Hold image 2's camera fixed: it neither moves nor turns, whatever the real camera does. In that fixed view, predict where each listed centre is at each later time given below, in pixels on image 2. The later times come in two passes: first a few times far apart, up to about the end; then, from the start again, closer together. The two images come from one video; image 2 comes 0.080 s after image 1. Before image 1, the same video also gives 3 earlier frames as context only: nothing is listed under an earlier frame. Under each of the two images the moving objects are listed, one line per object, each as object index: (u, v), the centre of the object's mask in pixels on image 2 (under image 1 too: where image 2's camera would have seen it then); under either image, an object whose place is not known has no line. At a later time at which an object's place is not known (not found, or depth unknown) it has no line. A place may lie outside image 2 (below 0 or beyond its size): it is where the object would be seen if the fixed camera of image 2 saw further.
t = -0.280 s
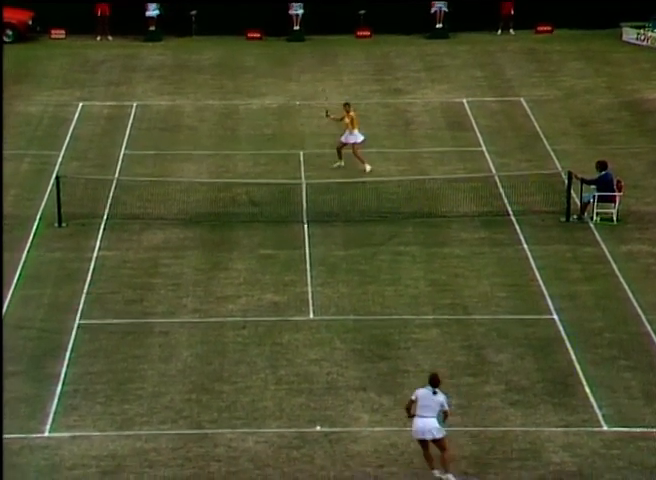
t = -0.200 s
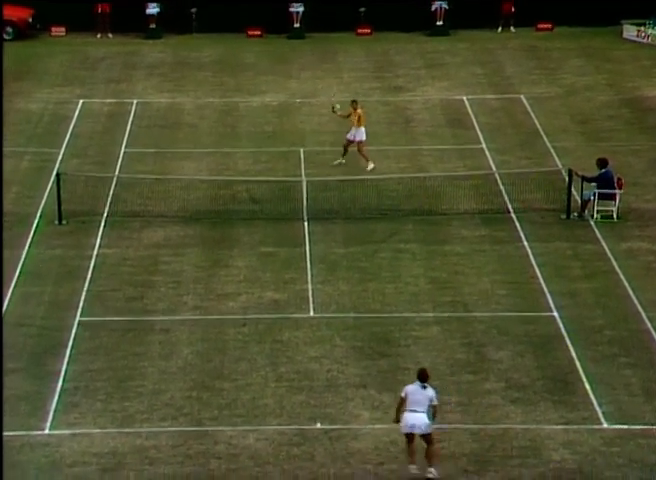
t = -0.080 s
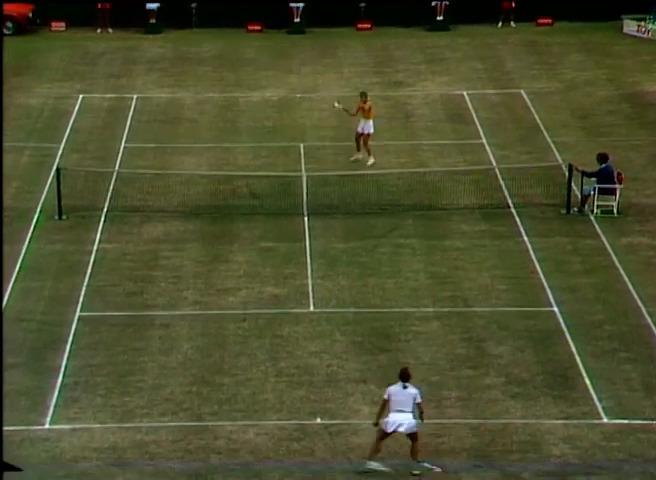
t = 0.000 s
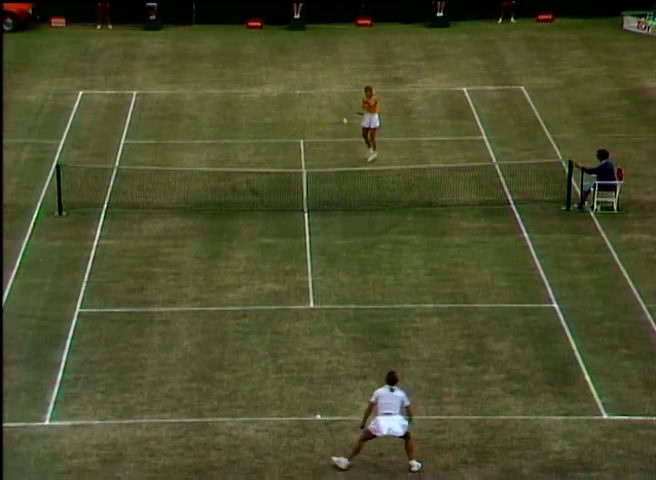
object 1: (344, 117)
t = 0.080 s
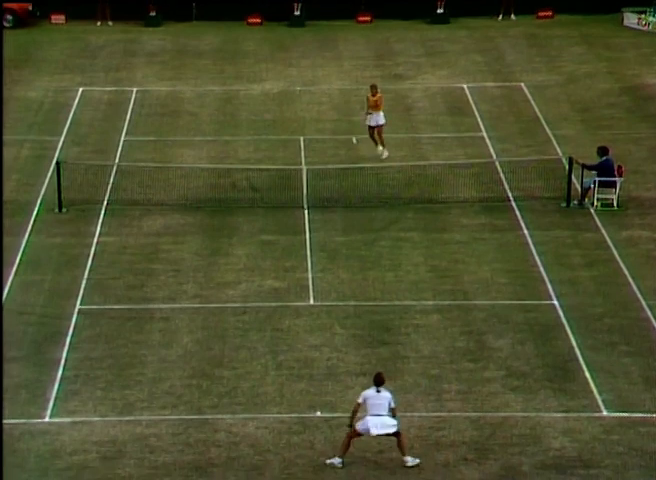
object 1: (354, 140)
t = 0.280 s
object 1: (378, 215)
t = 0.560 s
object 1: (418, 363)
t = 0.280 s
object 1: (378, 215)
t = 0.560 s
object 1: (418, 363)
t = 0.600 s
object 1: (421, 366)
